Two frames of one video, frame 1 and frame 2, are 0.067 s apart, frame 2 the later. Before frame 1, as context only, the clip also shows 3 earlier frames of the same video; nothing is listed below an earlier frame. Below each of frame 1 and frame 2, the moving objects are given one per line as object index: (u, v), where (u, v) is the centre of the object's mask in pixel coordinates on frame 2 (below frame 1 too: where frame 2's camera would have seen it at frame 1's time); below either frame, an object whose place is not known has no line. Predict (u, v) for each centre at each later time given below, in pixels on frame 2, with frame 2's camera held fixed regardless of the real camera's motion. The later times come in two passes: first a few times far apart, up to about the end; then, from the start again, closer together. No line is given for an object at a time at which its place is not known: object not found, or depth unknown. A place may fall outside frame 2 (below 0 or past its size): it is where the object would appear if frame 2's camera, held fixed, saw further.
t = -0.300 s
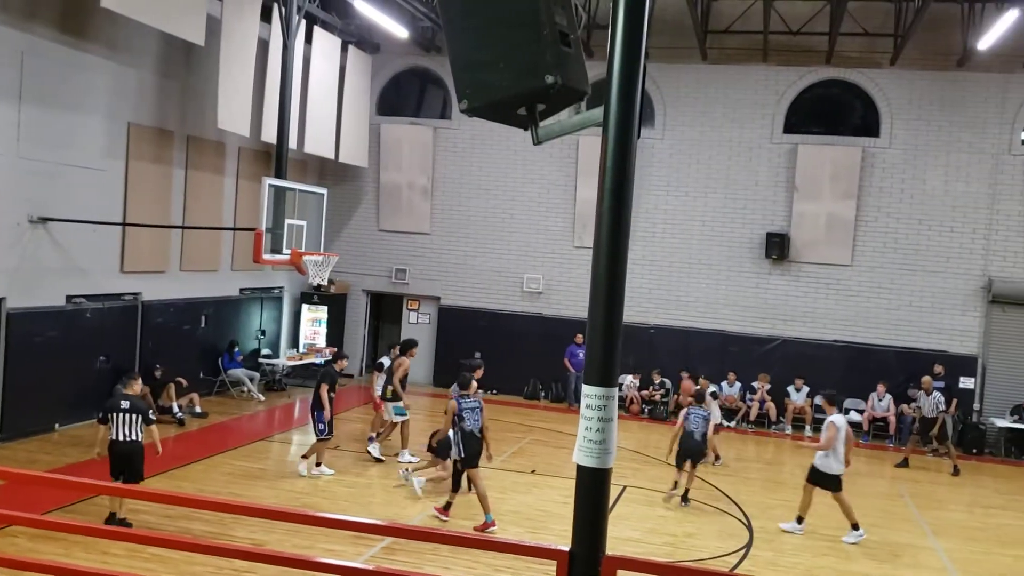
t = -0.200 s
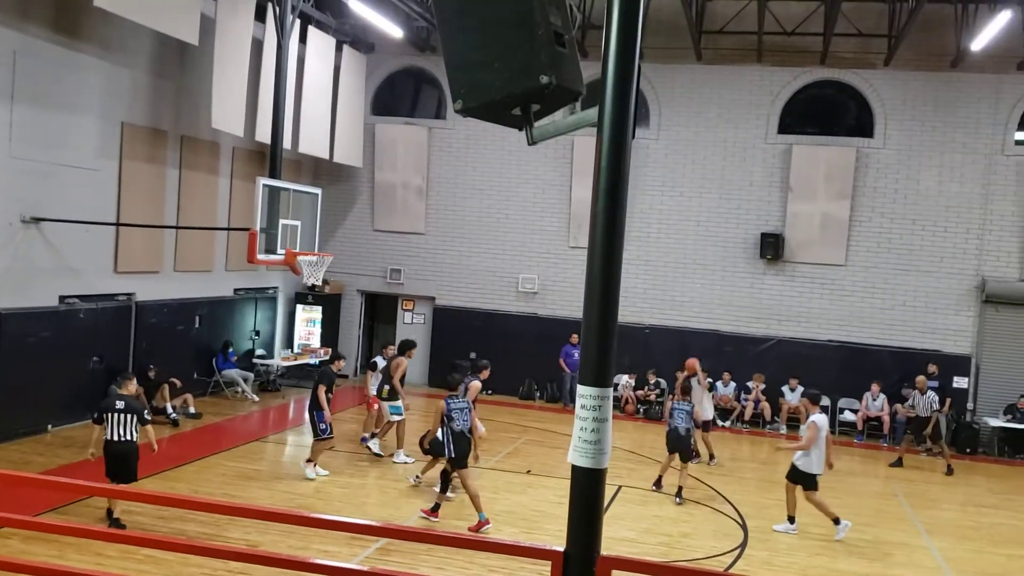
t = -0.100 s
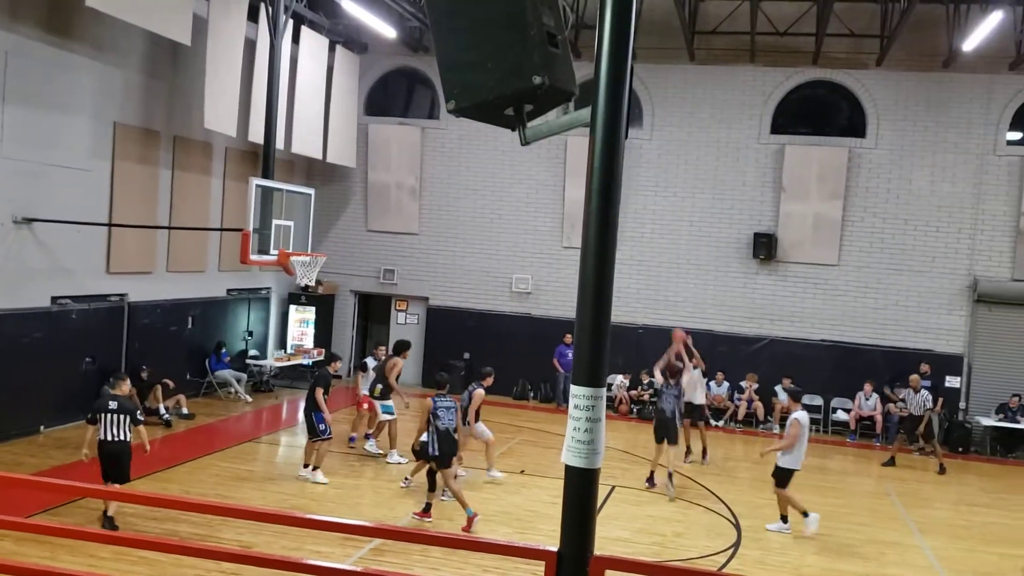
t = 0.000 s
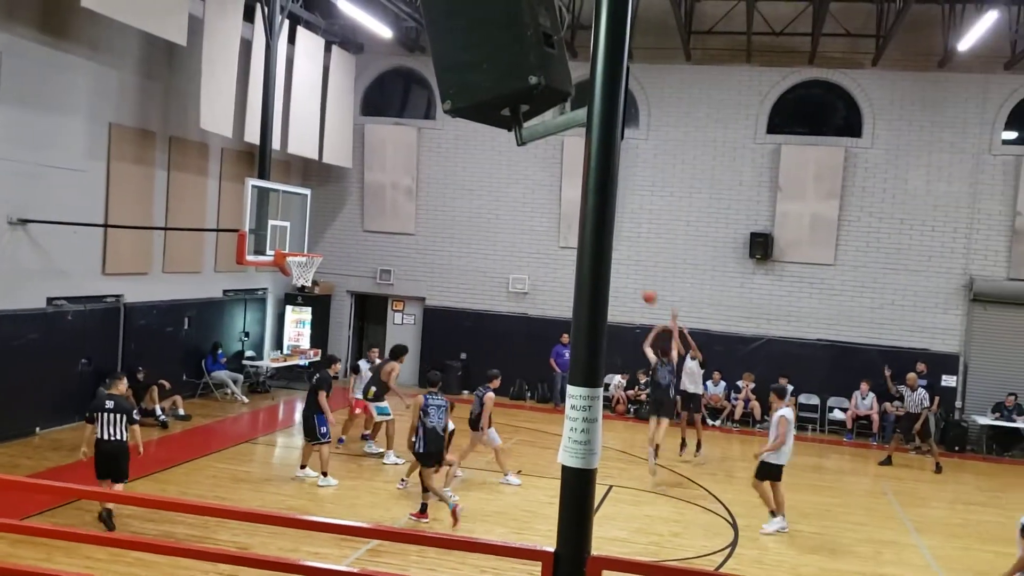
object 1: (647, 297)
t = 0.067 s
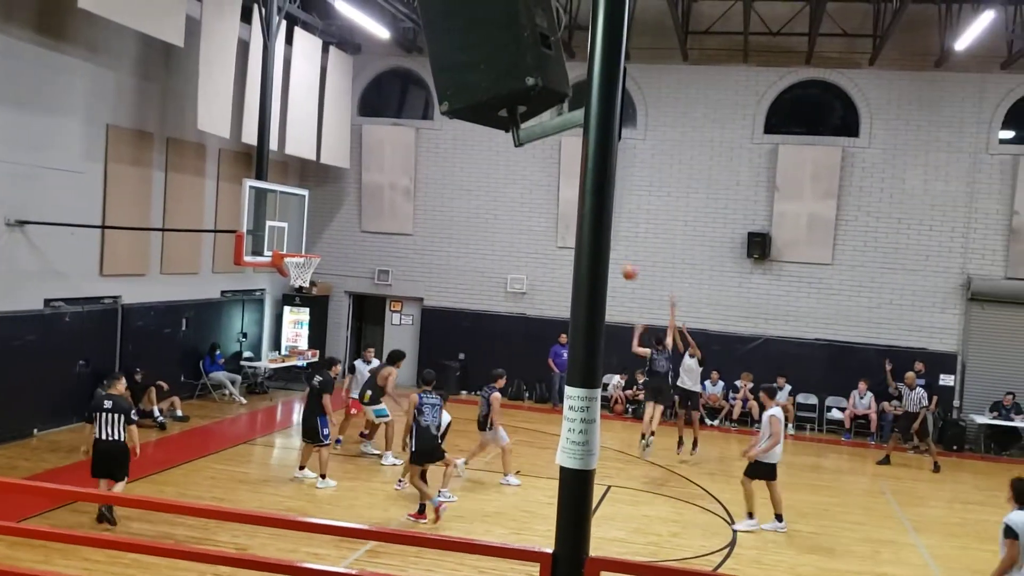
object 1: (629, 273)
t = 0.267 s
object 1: (567, 217)
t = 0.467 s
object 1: (508, 187)
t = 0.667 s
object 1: (440, 180)
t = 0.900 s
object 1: (356, 206)
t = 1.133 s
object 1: (311, 250)
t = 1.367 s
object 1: (366, 239)
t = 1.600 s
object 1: (413, 262)
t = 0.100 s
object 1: (619, 262)
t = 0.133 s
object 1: (612, 253)
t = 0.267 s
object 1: (567, 217)
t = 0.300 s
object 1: (558, 211)
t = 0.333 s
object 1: (549, 204)
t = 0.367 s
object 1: (540, 199)
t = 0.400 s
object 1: (529, 194)
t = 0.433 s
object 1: (519, 191)
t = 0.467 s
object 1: (508, 187)
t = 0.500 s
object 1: (497, 184)
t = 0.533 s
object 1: (486, 181)
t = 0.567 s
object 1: (475, 180)
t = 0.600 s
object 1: (463, 179)
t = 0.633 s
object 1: (452, 179)
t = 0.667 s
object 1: (440, 180)
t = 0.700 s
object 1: (428, 181)
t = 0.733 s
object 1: (416, 183)
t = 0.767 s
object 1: (404, 187)
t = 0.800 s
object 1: (392, 191)
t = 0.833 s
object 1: (380, 195)
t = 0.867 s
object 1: (368, 200)
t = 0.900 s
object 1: (356, 206)
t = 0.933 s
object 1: (344, 213)
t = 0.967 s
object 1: (331, 220)
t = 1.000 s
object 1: (319, 228)
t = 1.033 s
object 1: (306, 238)
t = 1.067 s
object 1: (293, 248)
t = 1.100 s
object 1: (296, 249)
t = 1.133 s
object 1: (311, 250)
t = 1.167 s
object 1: (319, 247)
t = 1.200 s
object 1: (326, 244)
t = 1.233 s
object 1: (335, 242)
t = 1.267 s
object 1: (342, 240)
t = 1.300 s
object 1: (349, 239)
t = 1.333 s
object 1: (358, 239)
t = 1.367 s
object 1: (366, 239)
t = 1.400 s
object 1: (373, 240)
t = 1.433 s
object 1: (380, 241)
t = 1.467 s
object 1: (387, 244)
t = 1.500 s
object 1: (394, 247)
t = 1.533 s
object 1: (401, 251)
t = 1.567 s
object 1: (406, 257)
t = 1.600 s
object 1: (413, 262)
